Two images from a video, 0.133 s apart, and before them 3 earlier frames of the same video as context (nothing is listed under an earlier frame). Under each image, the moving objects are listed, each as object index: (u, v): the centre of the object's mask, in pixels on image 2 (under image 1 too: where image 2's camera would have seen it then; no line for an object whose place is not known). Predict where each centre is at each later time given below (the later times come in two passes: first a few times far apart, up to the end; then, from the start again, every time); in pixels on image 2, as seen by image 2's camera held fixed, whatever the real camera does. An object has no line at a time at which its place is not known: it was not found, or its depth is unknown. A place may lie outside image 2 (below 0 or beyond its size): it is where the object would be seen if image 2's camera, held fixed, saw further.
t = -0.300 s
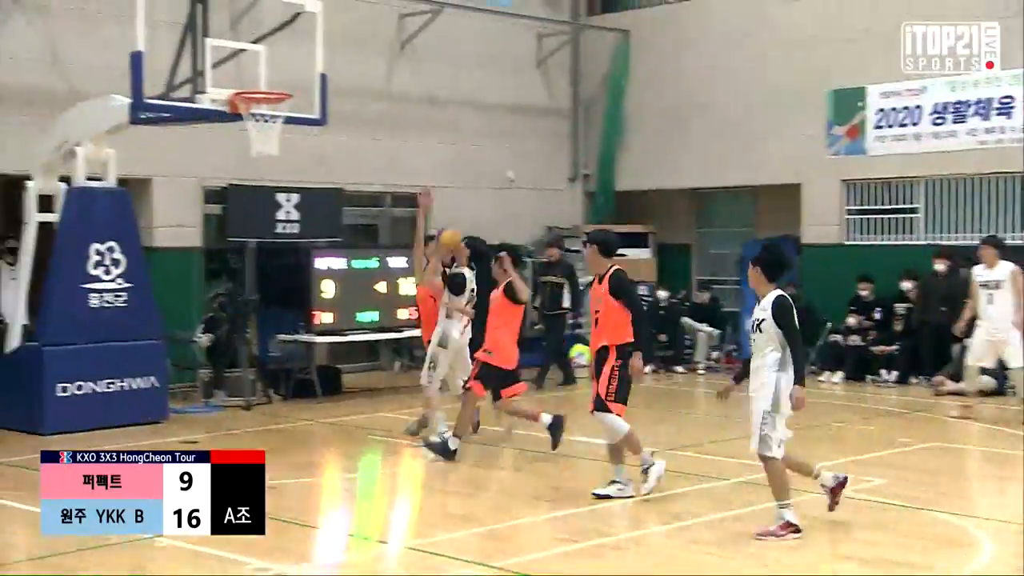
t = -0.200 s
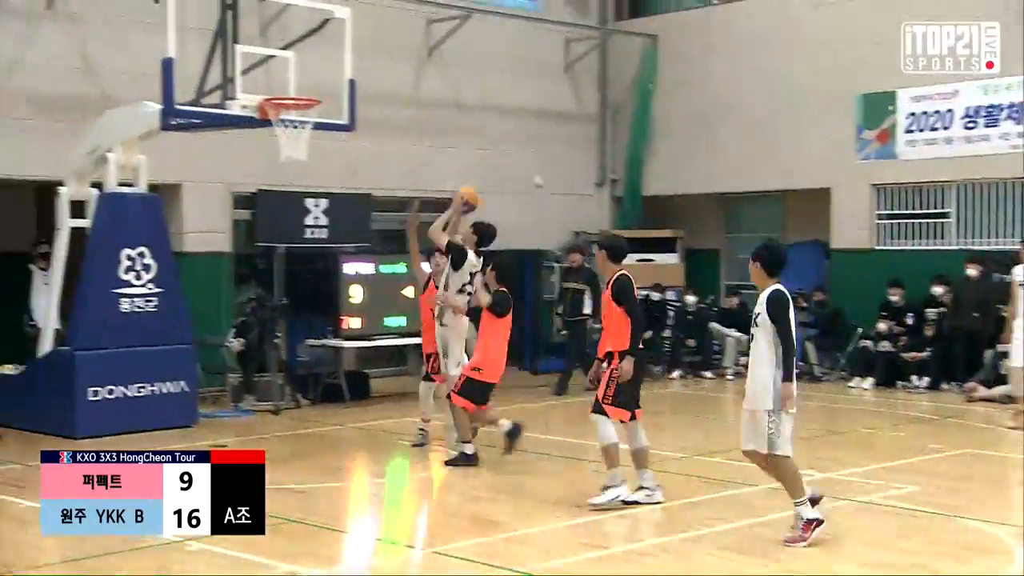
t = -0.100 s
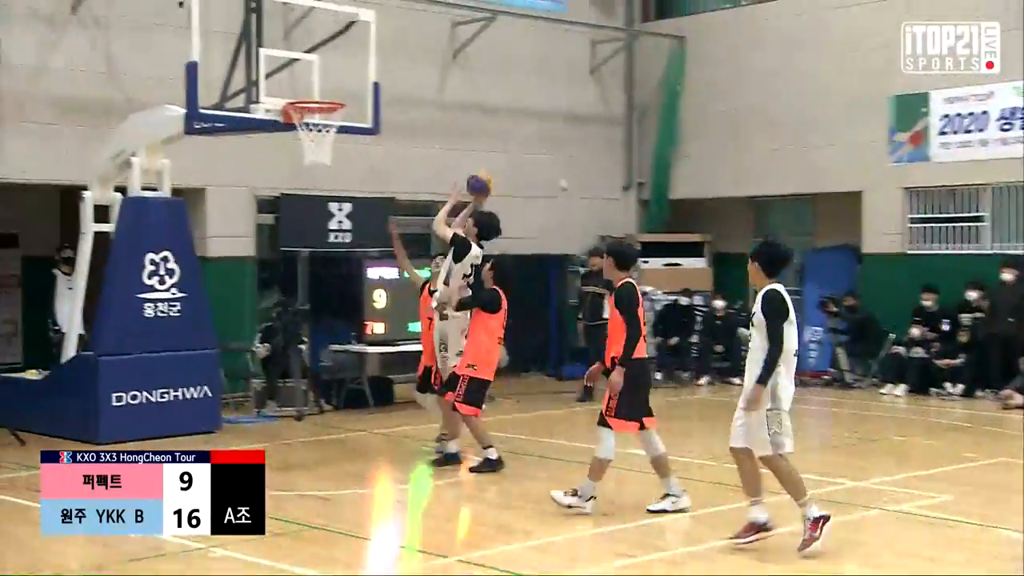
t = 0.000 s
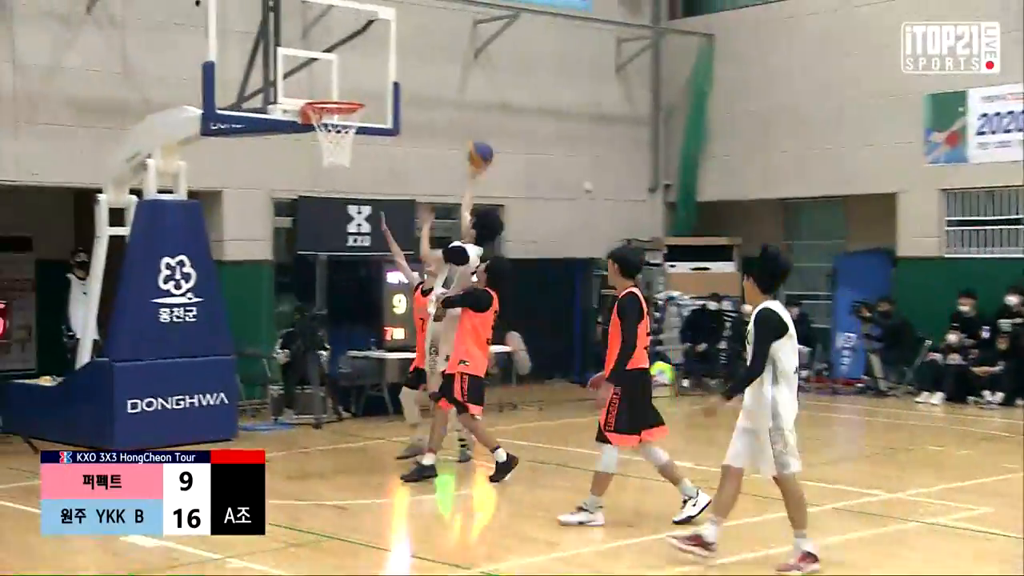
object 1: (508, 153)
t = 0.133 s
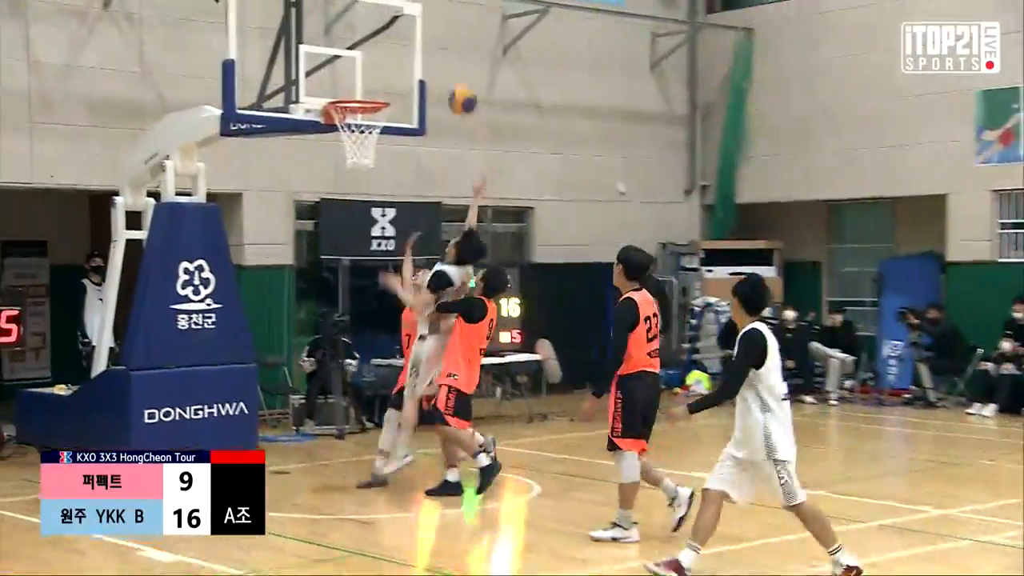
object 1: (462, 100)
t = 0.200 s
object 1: (439, 83)
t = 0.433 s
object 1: (366, 60)
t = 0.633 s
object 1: (365, 87)
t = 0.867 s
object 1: (369, 137)
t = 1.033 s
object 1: (366, 171)
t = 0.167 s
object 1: (451, 90)
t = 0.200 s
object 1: (439, 83)
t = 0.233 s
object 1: (428, 75)
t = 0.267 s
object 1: (416, 69)
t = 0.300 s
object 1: (405, 65)
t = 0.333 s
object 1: (394, 61)
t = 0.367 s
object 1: (383, 59)
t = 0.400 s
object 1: (372, 59)
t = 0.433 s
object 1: (366, 60)
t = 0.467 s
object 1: (366, 61)
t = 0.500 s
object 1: (366, 64)
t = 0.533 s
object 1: (366, 68)
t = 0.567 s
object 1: (366, 74)
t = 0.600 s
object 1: (365, 80)
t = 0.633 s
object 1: (365, 87)
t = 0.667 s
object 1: (365, 93)
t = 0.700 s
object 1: (368, 109)
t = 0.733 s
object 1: (367, 120)
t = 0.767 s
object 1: (368, 127)
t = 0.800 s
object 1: (368, 131)
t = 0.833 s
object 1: (368, 134)
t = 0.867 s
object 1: (369, 137)
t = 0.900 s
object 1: (369, 141)
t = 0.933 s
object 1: (368, 148)
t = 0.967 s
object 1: (368, 152)
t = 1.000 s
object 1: (367, 162)
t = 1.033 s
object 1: (366, 171)
